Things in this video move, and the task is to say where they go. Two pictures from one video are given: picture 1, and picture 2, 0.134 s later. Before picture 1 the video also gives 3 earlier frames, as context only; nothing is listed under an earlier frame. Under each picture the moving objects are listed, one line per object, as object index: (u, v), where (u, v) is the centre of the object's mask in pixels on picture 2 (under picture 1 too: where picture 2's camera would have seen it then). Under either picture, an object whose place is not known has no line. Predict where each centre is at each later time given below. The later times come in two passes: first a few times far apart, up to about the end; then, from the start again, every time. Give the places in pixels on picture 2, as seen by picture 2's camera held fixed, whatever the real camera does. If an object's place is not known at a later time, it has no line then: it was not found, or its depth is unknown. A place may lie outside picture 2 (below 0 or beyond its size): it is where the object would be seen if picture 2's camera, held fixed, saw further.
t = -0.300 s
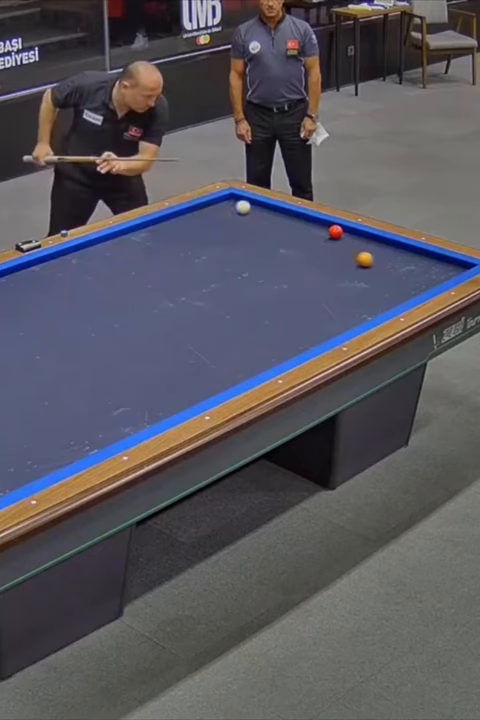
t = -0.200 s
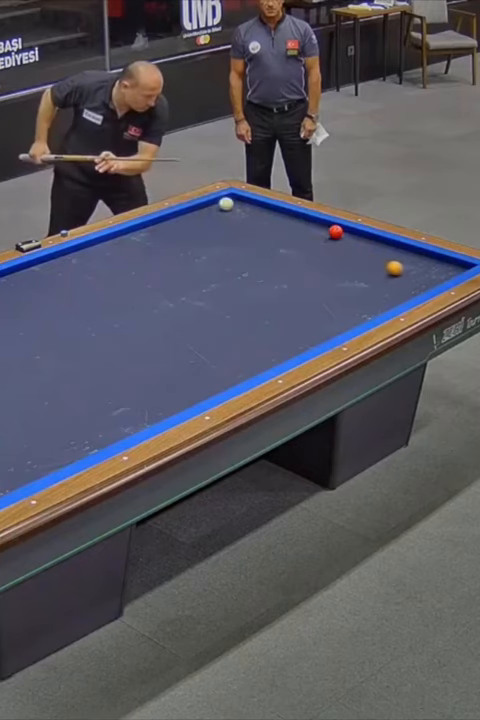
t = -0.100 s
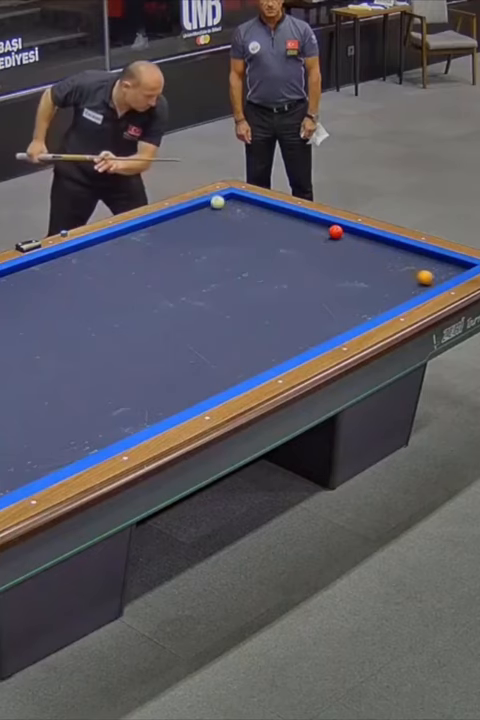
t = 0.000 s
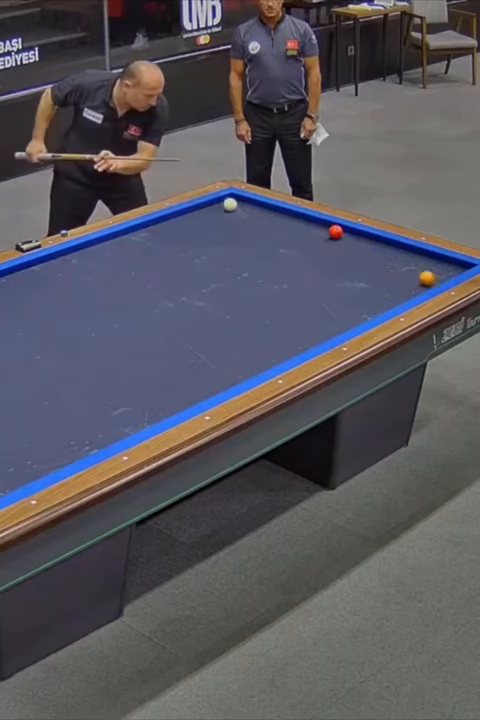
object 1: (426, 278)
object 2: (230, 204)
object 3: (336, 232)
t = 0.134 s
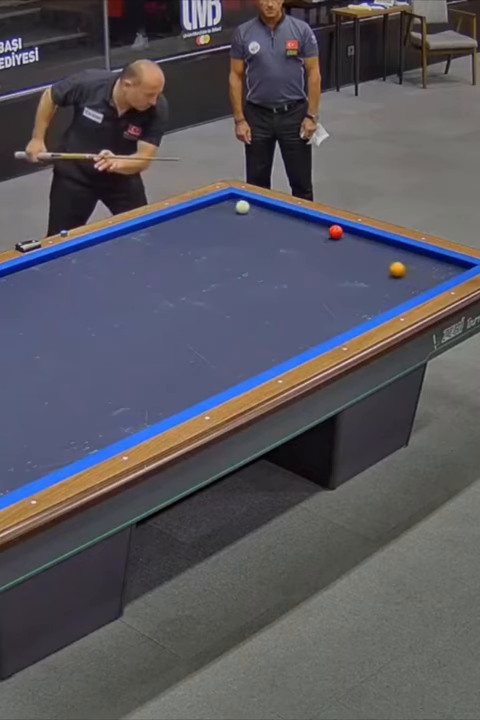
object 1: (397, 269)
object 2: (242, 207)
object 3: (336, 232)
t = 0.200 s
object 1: (384, 265)
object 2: (247, 208)
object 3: (336, 232)
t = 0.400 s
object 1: (351, 255)
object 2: (263, 211)
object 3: (335, 232)
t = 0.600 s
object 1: (320, 246)
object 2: (280, 214)
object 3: (336, 232)
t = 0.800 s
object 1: (290, 237)
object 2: (295, 217)
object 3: (336, 232)
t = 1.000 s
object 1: (261, 229)
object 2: (311, 220)
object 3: (336, 232)
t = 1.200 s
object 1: (234, 221)
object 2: (324, 223)
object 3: (336, 232)
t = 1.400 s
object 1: (207, 213)
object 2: (337, 224)
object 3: (336, 233)
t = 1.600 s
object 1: (199, 211)
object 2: (348, 230)
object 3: (337, 235)
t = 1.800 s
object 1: (213, 215)
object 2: (357, 234)
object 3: (337, 238)
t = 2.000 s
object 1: (227, 220)
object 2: (365, 238)
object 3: (338, 240)
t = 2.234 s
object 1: (244, 225)
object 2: (375, 242)
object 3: (339, 242)
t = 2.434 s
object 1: (257, 229)
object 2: (383, 245)
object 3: (339, 244)
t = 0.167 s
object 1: (391, 267)
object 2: (245, 207)
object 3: (336, 232)
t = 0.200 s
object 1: (384, 265)
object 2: (247, 208)
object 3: (336, 232)
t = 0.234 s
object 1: (378, 263)
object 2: (250, 208)
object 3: (336, 232)
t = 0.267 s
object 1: (373, 262)
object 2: (253, 209)
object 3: (336, 232)
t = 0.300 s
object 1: (367, 260)
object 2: (255, 209)
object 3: (336, 232)
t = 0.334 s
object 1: (362, 259)
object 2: (258, 210)
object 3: (336, 232)
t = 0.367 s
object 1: (356, 257)
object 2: (261, 210)
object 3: (336, 232)
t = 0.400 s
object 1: (351, 255)
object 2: (263, 211)
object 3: (335, 232)
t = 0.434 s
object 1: (345, 254)
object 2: (266, 211)
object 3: (335, 232)
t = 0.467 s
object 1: (340, 252)
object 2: (269, 212)
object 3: (335, 232)
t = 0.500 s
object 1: (335, 250)
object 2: (272, 212)
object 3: (335, 232)
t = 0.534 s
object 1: (330, 249)
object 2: (274, 213)
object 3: (336, 232)
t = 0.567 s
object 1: (325, 248)
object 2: (277, 213)
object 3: (336, 232)
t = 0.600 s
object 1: (320, 246)
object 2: (280, 214)
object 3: (336, 232)
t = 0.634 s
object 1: (315, 245)
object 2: (282, 214)
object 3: (336, 232)
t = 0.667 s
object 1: (310, 243)
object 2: (285, 215)
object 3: (336, 232)
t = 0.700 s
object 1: (305, 242)
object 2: (287, 215)
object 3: (336, 232)
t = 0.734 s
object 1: (299, 240)
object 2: (290, 216)
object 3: (336, 232)
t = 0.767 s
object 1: (295, 239)
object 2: (293, 216)
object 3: (336, 232)
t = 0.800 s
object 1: (290, 237)
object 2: (295, 217)
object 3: (336, 232)
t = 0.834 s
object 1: (285, 236)
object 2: (298, 217)
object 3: (336, 232)
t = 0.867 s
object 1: (280, 234)
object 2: (300, 218)
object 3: (336, 232)
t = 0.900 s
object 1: (275, 233)
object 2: (303, 218)
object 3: (336, 232)
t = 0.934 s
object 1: (271, 232)
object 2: (306, 219)
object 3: (336, 232)
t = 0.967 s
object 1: (266, 230)
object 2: (308, 219)
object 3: (336, 232)
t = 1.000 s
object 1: (261, 229)
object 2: (311, 220)
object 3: (336, 232)
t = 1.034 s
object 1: (256, 227)
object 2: (313, 220)
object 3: (336, 232)
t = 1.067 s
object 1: (252, 226)
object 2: (316, 221)
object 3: (336, 232)
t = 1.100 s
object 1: (247, 225)
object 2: (318, 221)
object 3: (336, 232)
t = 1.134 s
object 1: (243, 224)
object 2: (320, 222)
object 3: (336, 232)
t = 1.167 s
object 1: (238, 222)
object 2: (323, 222)
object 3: (336, 232)
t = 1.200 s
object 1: (234, 221)
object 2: (324, 223)
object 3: (336, 232)
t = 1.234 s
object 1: (229, 220)
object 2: (326, 224)
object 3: (336, 232)
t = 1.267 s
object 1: (224, 218)
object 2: (328, 224)
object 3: (336, 232)
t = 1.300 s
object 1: (220, 217)
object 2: (330, 224)
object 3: (336, 232)
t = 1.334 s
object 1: (216, 216)
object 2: (332, 224)
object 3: (336, 232)
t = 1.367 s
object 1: (212, 214)
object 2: (335, 224)
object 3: (336, 232)
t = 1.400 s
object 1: (207, 213)
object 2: (337, 224)
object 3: (336, 233)
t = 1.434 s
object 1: (203, 212)
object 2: (340, 225)
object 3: (336, 234)
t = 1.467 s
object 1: (199, 211)
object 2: (343, 226)
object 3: (336, 234)
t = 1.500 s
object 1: (195, 210)
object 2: (344, 227)
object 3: (336, 235)
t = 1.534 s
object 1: (193, 209)
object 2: (346, 229)
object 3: (336, 235)
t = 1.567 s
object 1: (195, 210)
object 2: (347, 229)
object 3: (336, 235)
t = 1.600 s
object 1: (199, 211)
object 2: (348, 230)
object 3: (337, 235)
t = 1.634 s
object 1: (201, 212)
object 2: (350, 231)
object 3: (336, 236)
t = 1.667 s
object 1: (204, 212)
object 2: (351, 231)
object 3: (336, 236)
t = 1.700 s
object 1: (206, 213)
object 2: (352, 232)
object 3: (337, 237)
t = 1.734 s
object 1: (208, 214)
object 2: (354, 233)
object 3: (337, 237)
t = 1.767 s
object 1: (211, 214)
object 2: (355, 233)
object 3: (337, 237)
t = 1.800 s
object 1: (213, 215)
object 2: (357, 234)
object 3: (337, 238)
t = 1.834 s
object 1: (216, 216)
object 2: (358, 234)
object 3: (338, 238)
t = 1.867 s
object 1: (218, 217)
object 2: (359, 235)
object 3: (337, 239)
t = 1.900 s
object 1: (220, 217)
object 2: (361, 236)
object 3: (337, 239)
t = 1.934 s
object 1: (222, 218)
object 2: (362, 236)
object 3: (337, 239)
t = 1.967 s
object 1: (224, 219)
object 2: (364, 237)
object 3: (338, 240)
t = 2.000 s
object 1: (227, 220)
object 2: (365, 238)
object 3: (338, 240)
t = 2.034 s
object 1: (229, 220)
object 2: (367, 238)
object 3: (338, 240)
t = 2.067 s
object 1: (232, 221)
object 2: (368, 239)
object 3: (338, 240)
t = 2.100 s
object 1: (234, 222)
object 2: (369, 239)
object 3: (338, 241)
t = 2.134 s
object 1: (236, 223)
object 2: (371, 240)
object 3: (339, 241)
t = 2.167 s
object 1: (239, 223)
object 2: (372, 240)
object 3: (339, 242)
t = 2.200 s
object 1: (241, 224)
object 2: (374, 241)
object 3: (339, 242)
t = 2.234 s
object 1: (244, 225)
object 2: (375, 242)
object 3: (339, 242)
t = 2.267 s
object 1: (246, 225)
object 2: (377, 242)
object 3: (339, 243)
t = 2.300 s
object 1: (248, 226)
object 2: (378, 243)
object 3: (339, 243)
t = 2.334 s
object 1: (251, 227)
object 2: (379, 244)
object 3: (339, 243)
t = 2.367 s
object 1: (253, 228)
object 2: (381, 244)
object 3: (339, 244)
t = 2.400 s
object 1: (255, 228)
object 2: (382, 244)
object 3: (339, 244)
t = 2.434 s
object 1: (257, 229)
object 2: (383, 245)
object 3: (339, 244)
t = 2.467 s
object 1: (260, 230)
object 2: (385, 246)
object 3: (339, 245)
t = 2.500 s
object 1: (262, 231)
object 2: (386, 246)
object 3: (340, 245)
